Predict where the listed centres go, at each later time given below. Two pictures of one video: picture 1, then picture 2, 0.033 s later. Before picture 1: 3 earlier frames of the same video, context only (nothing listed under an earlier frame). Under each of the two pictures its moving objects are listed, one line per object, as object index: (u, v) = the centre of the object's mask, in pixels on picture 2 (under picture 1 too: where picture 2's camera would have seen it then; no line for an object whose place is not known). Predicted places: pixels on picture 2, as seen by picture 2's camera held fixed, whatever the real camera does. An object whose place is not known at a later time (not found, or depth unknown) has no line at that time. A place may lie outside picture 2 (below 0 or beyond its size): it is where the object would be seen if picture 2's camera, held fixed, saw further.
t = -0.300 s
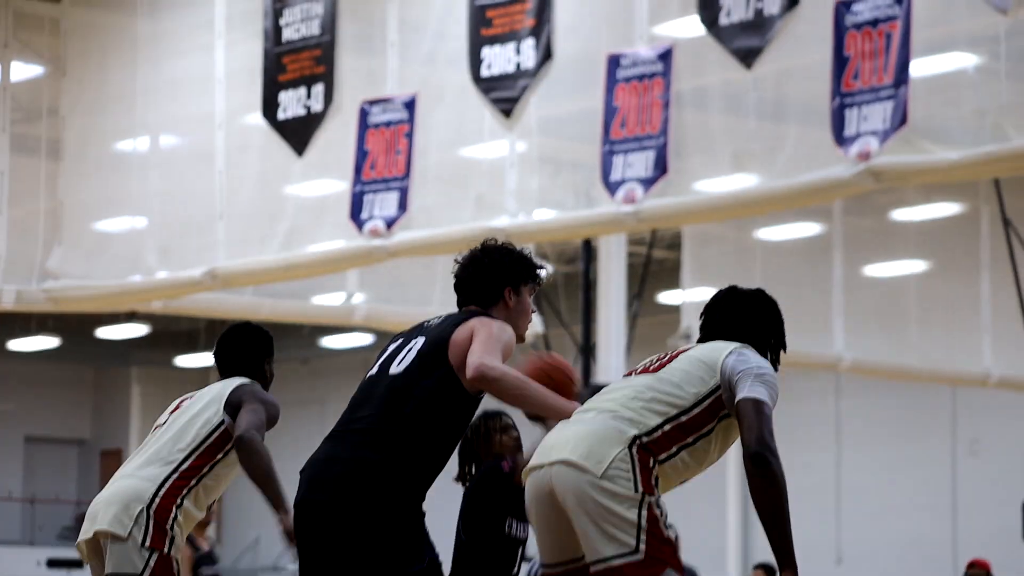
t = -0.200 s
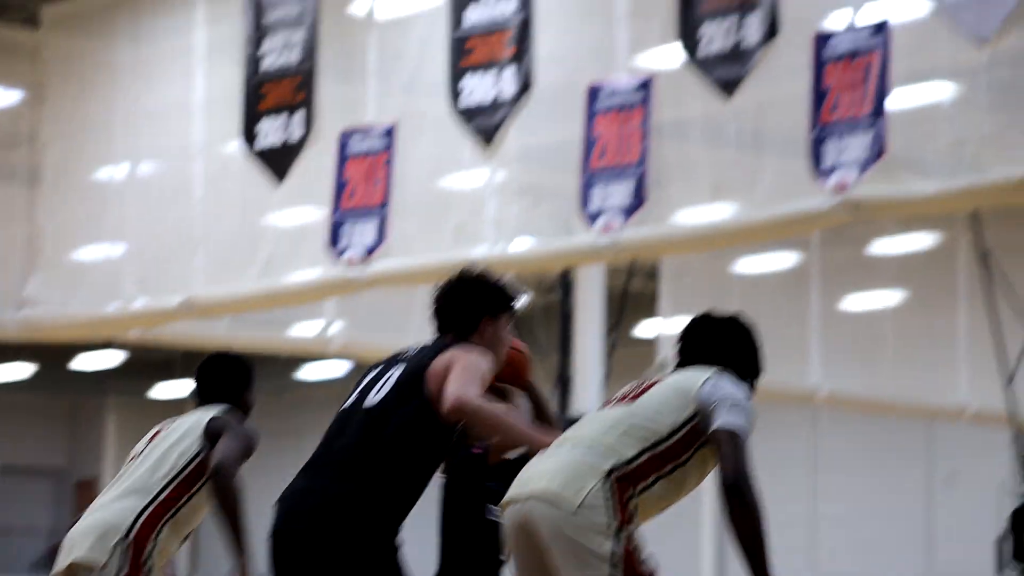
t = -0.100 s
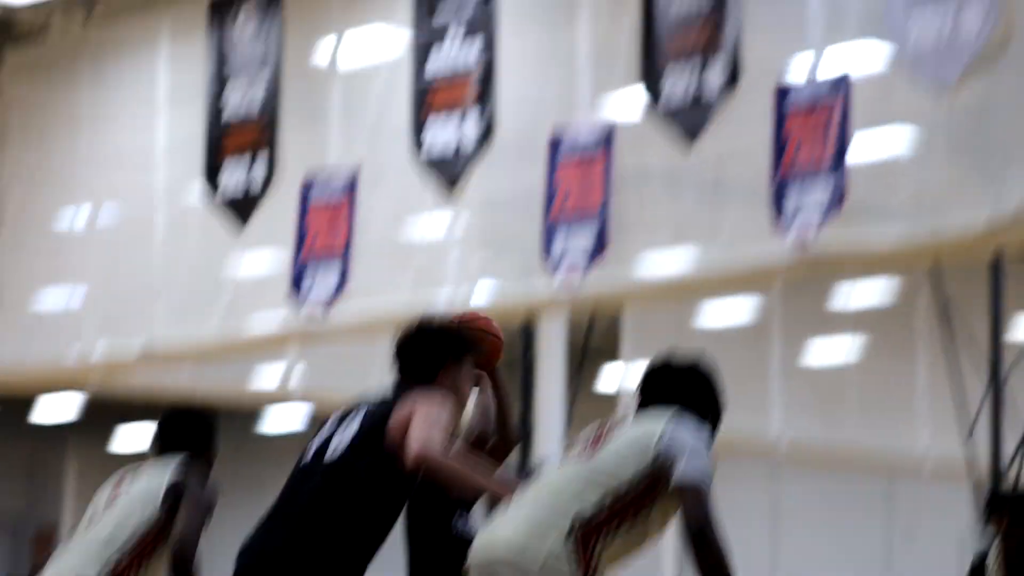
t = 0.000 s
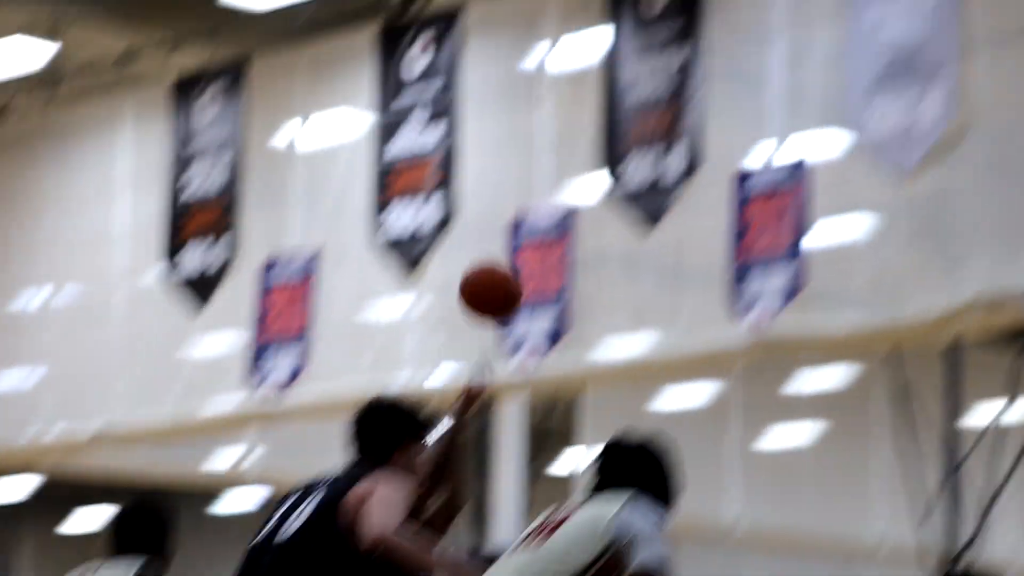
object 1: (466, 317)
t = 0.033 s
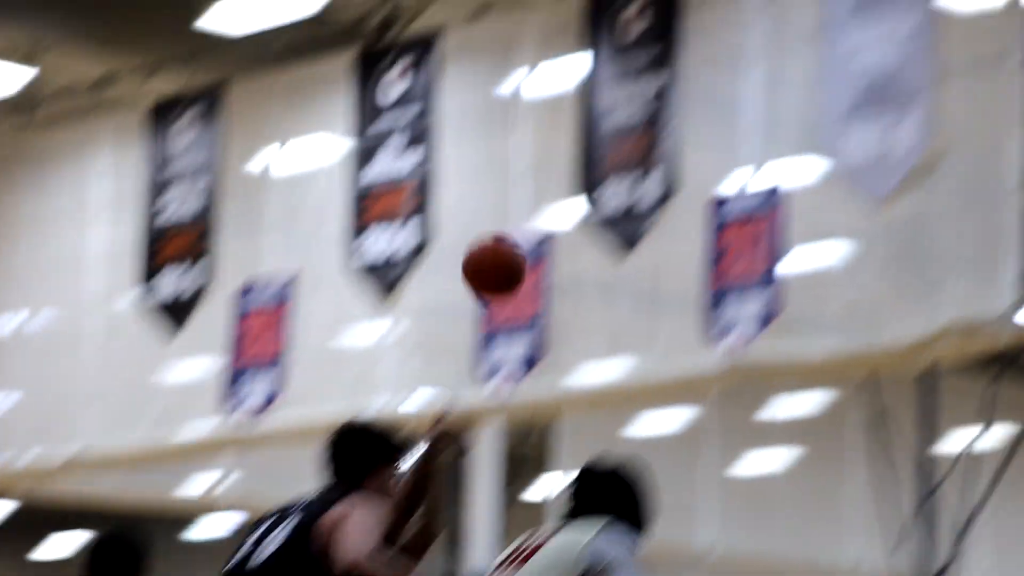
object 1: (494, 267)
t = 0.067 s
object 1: (521, 221)
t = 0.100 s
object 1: (548, 179)
